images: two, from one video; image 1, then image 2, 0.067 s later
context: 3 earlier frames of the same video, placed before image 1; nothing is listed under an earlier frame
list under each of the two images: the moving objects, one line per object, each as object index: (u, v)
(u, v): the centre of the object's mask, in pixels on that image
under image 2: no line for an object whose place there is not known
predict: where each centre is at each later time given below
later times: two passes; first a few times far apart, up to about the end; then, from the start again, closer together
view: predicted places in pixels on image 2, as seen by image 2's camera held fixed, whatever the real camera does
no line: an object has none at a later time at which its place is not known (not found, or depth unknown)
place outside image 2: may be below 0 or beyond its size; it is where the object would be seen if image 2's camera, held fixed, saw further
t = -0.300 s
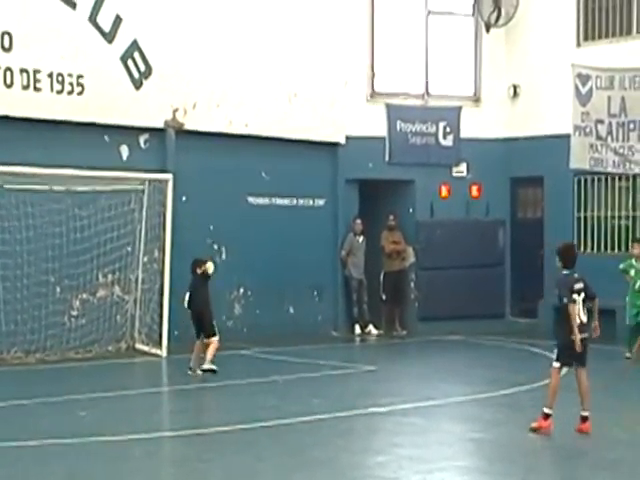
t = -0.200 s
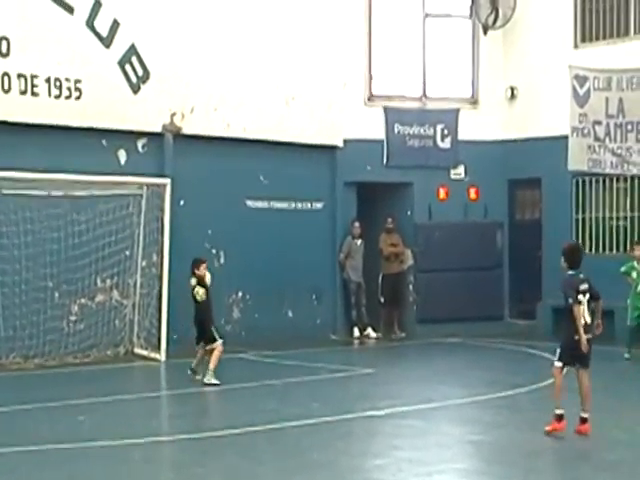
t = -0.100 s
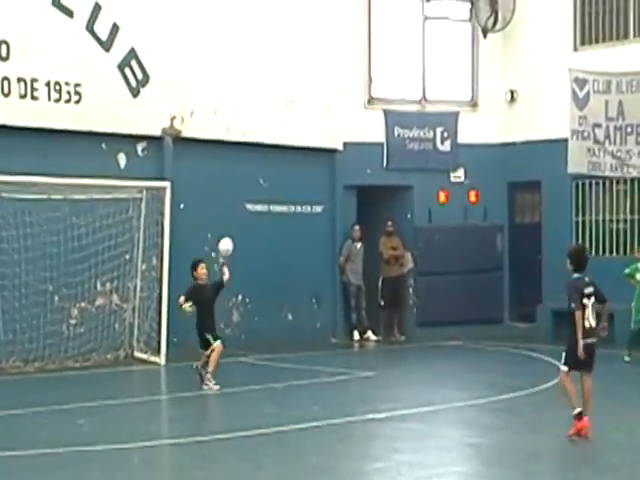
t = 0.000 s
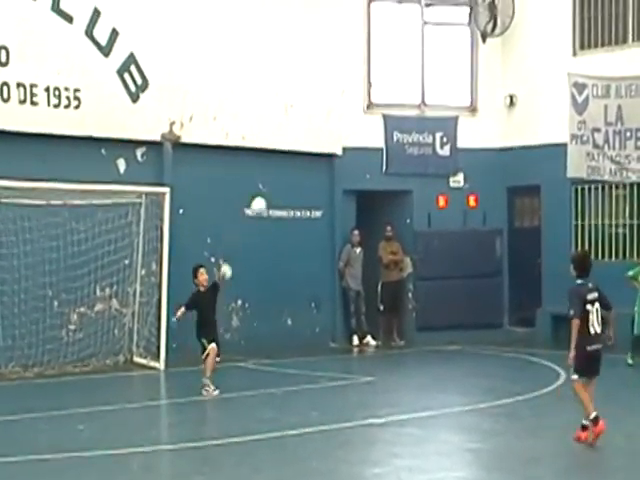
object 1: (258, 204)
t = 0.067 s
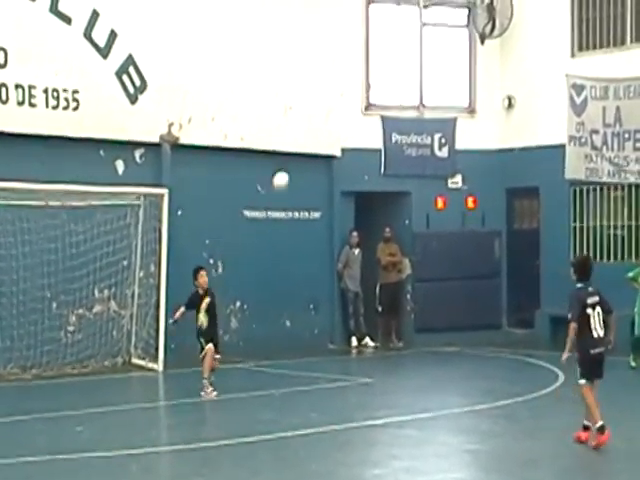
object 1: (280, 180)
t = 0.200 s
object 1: (331, 143)
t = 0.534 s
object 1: (474, 103)
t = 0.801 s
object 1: (612, 165)
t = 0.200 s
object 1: (331, 143)
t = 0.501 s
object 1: (458, 106)
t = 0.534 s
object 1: (474, 103)
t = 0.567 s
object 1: (491, 111)
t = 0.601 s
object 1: (507, 111)
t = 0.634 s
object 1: (524, 122)
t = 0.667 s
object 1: (541, 129)
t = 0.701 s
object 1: (558, 139)
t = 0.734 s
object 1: (575, 139)
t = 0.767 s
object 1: (593, 152)
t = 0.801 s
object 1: (612, 165)
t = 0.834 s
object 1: (632, 183)
